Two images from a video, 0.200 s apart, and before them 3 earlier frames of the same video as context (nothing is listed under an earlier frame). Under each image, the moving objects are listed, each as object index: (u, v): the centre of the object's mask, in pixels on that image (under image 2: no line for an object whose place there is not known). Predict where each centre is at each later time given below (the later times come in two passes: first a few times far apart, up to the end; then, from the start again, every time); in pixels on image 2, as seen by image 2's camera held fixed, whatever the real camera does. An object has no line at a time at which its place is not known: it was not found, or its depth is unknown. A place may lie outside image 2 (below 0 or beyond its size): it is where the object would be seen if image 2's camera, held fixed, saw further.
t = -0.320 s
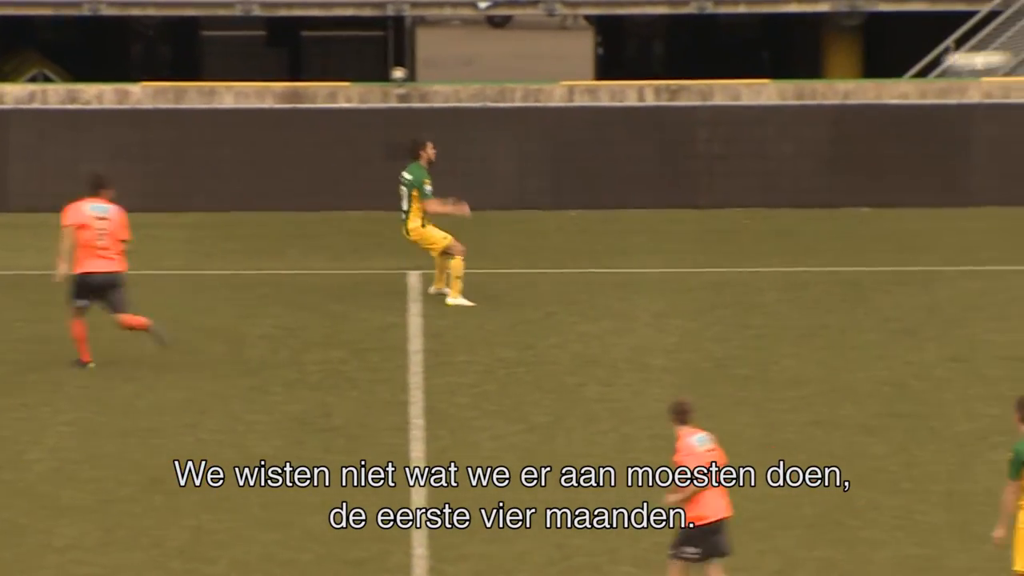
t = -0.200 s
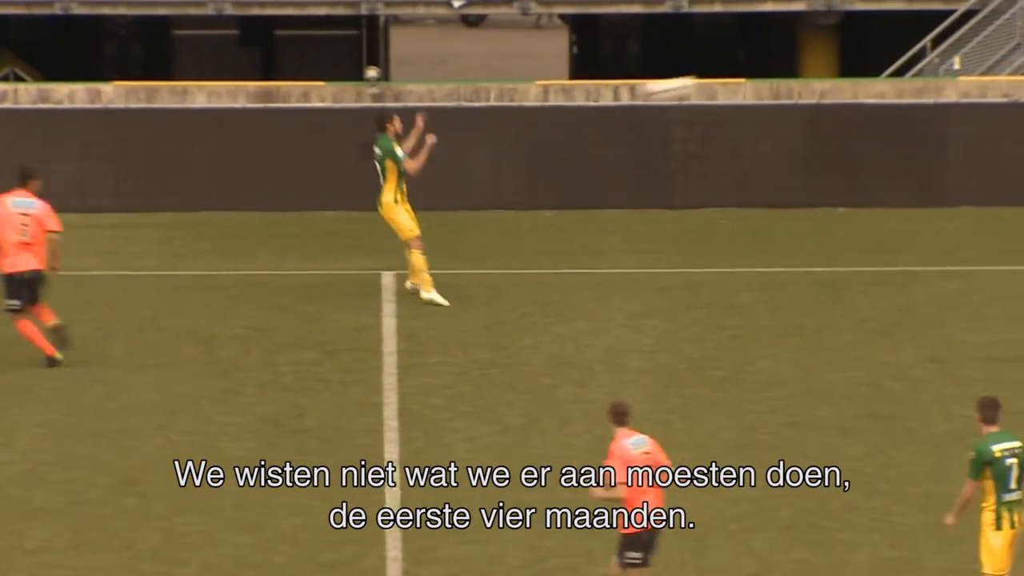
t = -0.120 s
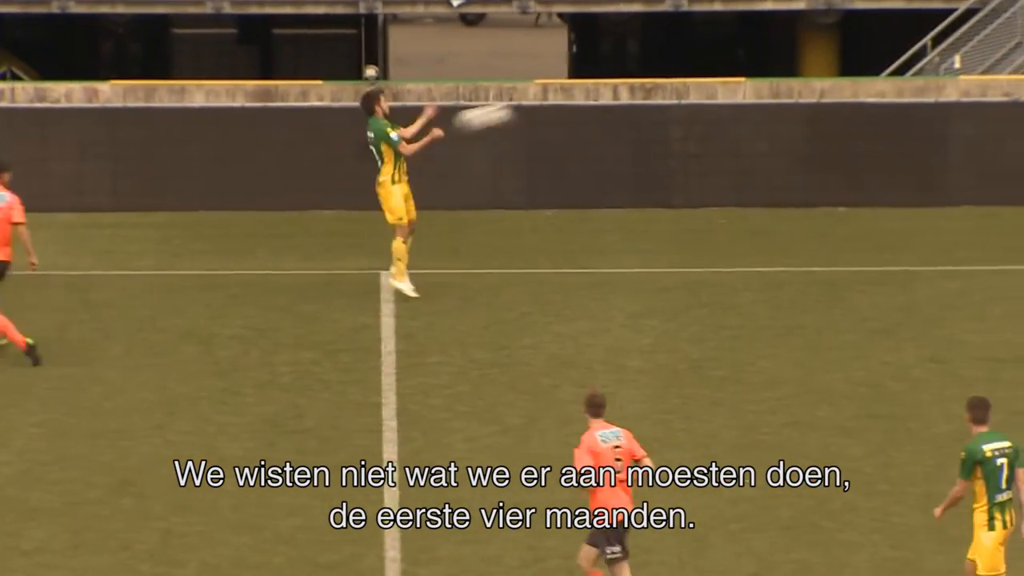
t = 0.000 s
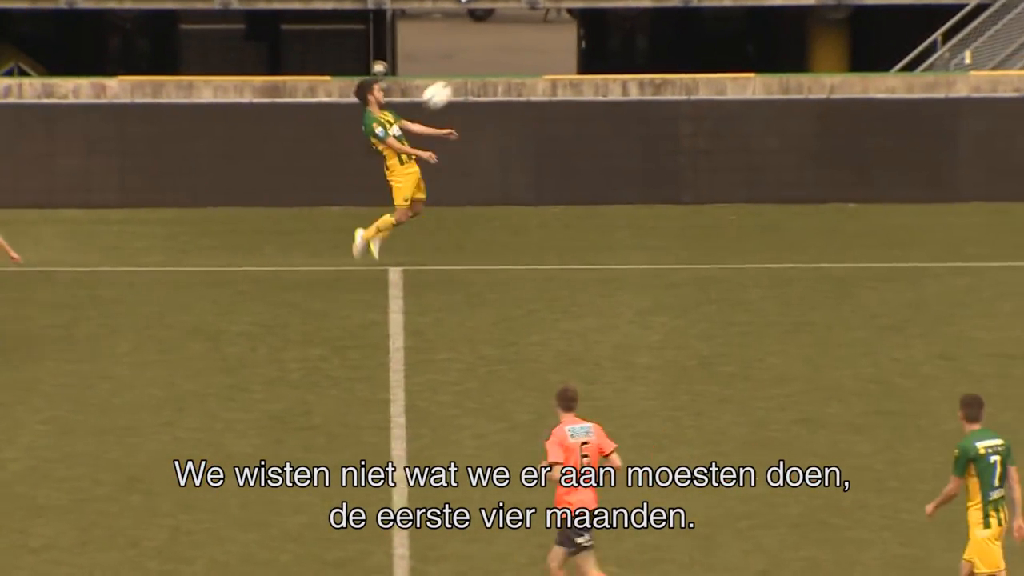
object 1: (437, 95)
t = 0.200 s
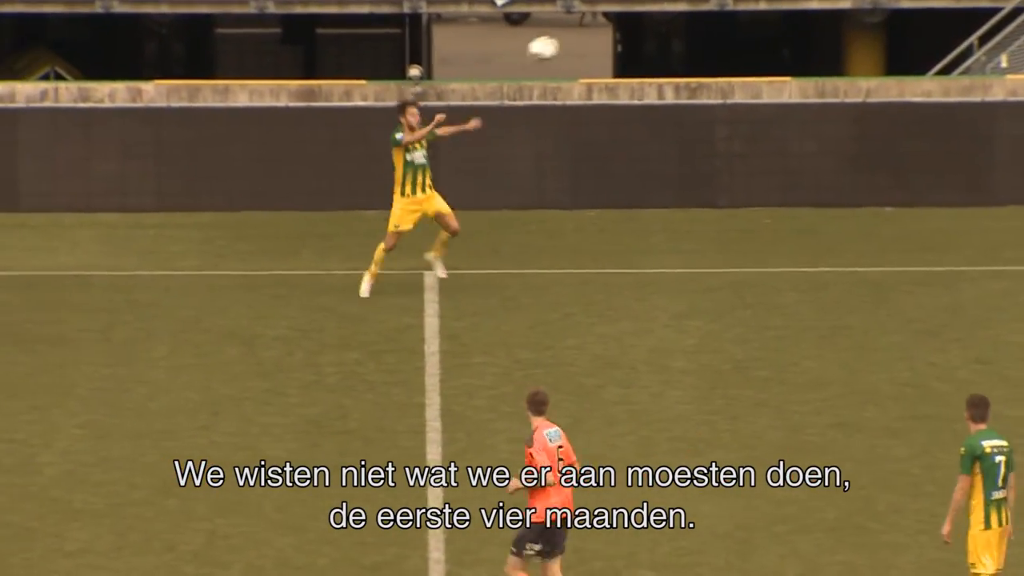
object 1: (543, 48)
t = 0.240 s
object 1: (557, 44)
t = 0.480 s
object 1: (641, 54)
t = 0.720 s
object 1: (722, 127)
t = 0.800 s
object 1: (749, 166)
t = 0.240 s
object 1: (557, 44)
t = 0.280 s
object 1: (571, 41)
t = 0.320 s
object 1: (586, 39)
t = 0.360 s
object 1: (599, 41)
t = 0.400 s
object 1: (614, 43)
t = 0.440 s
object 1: (627, 48)
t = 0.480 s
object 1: (641, 54)
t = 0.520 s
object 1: (654, 62)
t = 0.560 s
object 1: (668, 70)
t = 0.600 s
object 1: (682, 81)
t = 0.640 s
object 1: (696, 95)
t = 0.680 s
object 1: (709, 111)
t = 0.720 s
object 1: (722, 127)
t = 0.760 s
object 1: (736, 145)
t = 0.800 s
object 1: (749, 166)
